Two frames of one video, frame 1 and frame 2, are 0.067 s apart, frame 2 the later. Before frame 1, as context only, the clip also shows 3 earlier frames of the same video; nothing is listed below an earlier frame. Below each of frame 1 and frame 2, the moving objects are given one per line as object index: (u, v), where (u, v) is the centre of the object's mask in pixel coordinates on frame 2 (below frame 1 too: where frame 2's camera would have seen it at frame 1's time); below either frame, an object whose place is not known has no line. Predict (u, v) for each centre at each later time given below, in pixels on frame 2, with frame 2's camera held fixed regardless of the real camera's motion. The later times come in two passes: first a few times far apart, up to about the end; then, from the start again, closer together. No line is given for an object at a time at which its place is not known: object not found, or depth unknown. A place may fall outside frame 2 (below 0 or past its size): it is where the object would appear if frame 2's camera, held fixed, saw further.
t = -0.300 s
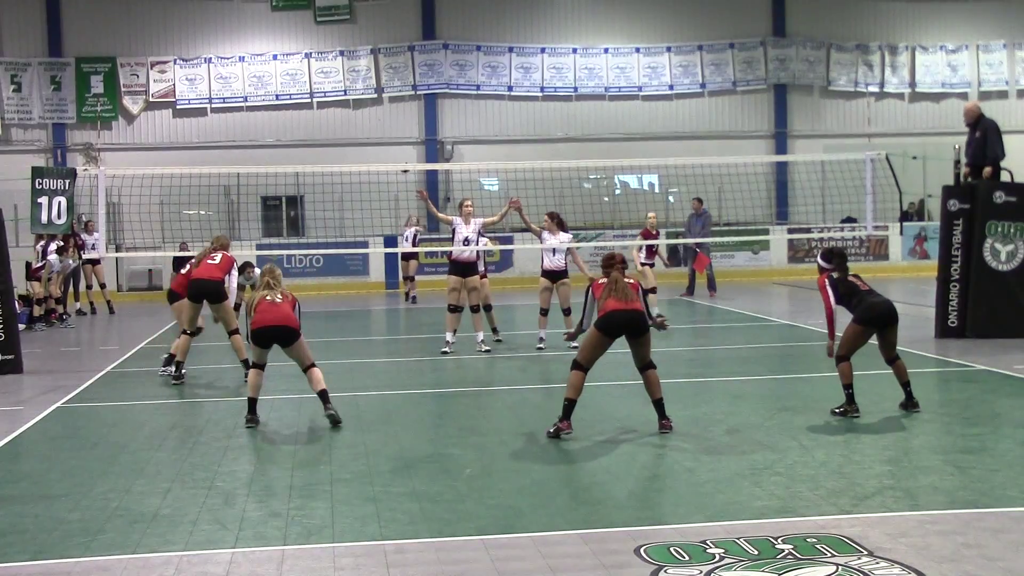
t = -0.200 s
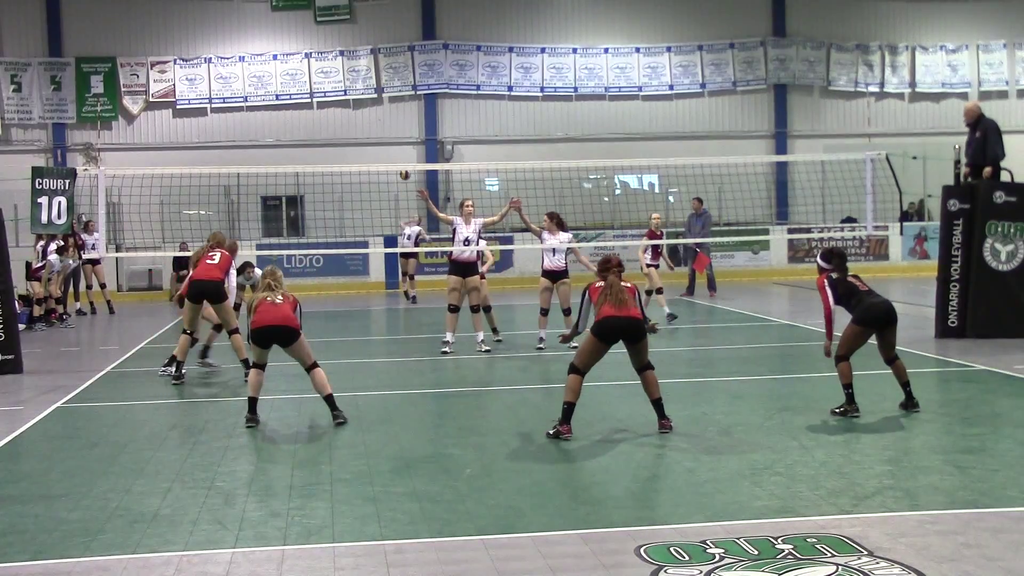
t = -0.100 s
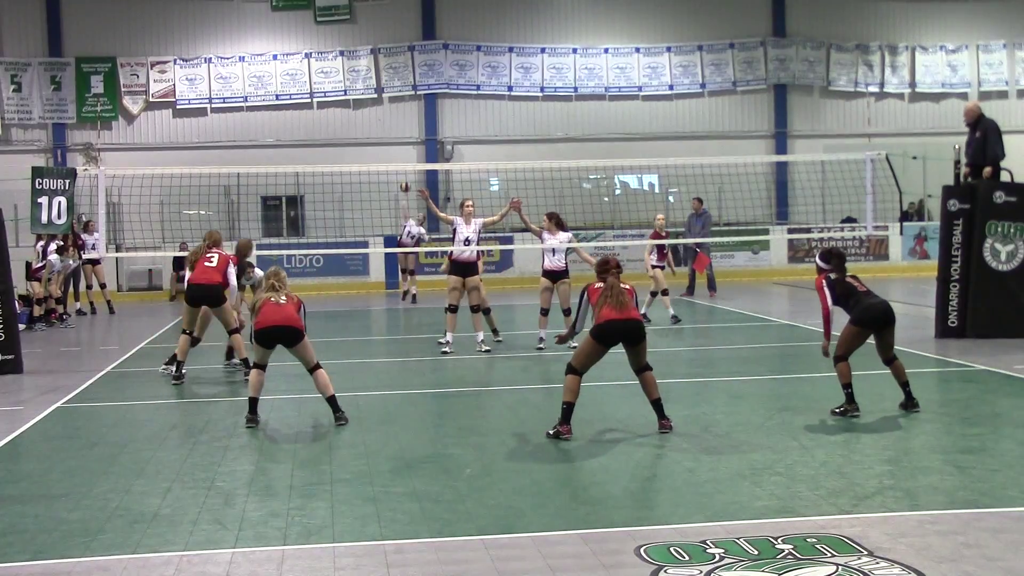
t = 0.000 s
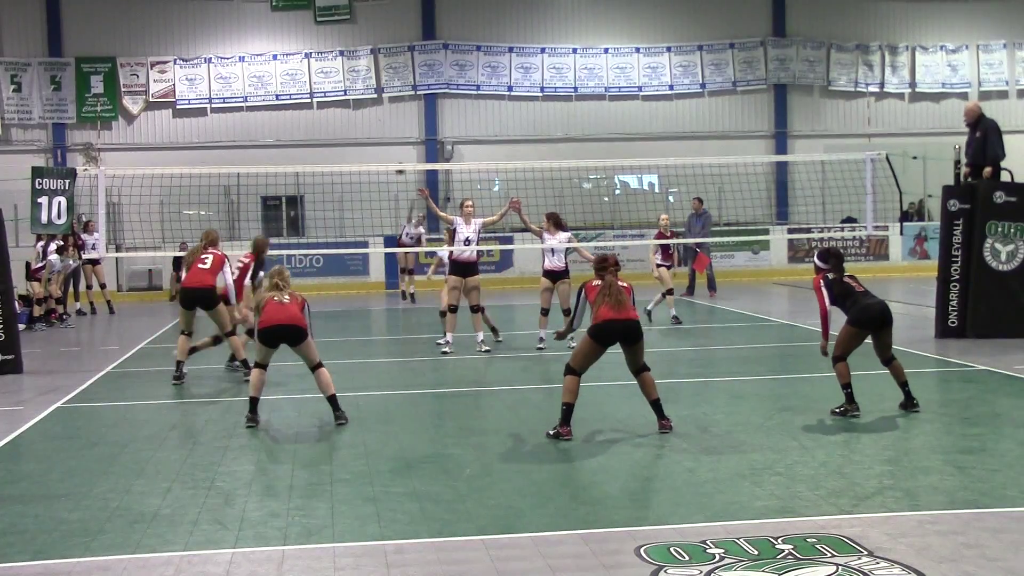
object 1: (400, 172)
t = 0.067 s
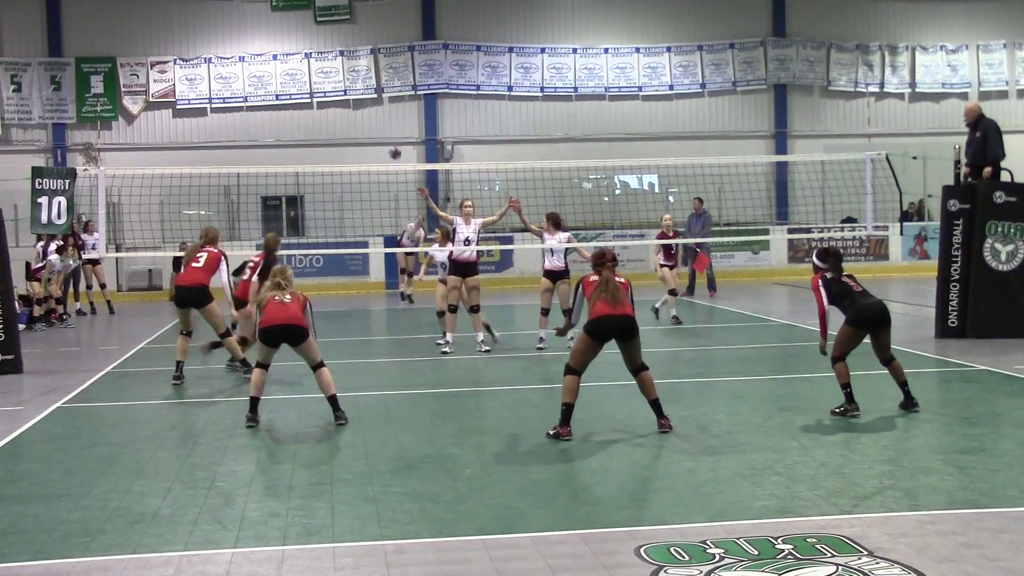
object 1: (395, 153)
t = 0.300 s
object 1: (377, 104)
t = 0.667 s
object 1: (333, 86)
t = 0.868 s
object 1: (287, 124)
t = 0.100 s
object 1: (392, 146)
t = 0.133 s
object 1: (390, 139)
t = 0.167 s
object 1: (388, 131)
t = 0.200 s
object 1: (385, 124)
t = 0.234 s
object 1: (382, 118)
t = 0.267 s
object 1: (379, 110)
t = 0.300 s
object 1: (377, 104)
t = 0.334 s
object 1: (375, 100)
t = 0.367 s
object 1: (372, 94)
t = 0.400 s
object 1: (369, 91)
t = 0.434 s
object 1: (366, 88)
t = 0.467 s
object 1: (362, 86)
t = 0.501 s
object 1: (358, 84)
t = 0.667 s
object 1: (333, 86)
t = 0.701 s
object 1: (326, 90)
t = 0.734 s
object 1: (319, 94)
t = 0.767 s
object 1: (311, 99)
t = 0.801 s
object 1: (303, 106)
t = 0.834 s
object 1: (296, 114)
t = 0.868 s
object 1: (287, 124)
